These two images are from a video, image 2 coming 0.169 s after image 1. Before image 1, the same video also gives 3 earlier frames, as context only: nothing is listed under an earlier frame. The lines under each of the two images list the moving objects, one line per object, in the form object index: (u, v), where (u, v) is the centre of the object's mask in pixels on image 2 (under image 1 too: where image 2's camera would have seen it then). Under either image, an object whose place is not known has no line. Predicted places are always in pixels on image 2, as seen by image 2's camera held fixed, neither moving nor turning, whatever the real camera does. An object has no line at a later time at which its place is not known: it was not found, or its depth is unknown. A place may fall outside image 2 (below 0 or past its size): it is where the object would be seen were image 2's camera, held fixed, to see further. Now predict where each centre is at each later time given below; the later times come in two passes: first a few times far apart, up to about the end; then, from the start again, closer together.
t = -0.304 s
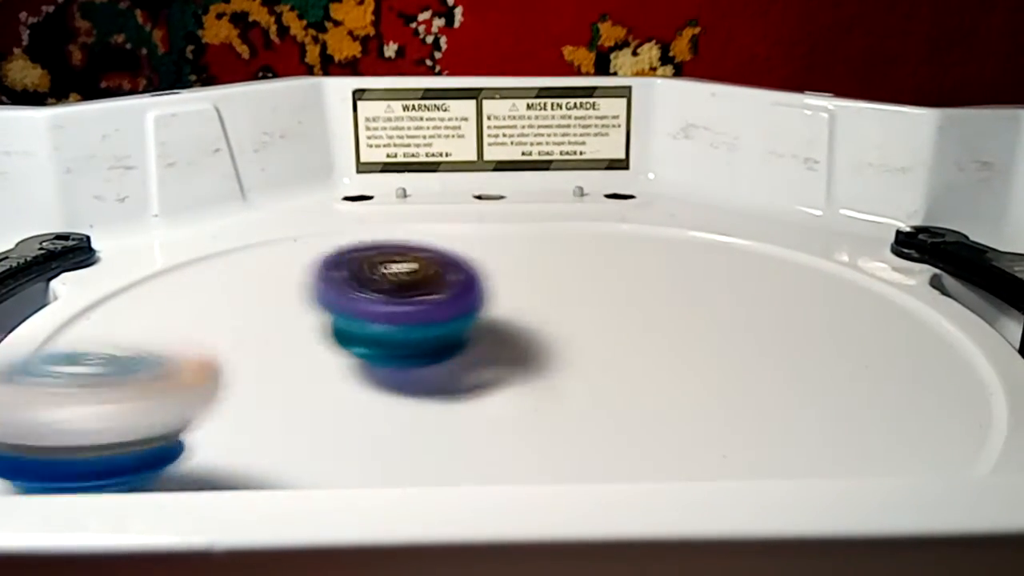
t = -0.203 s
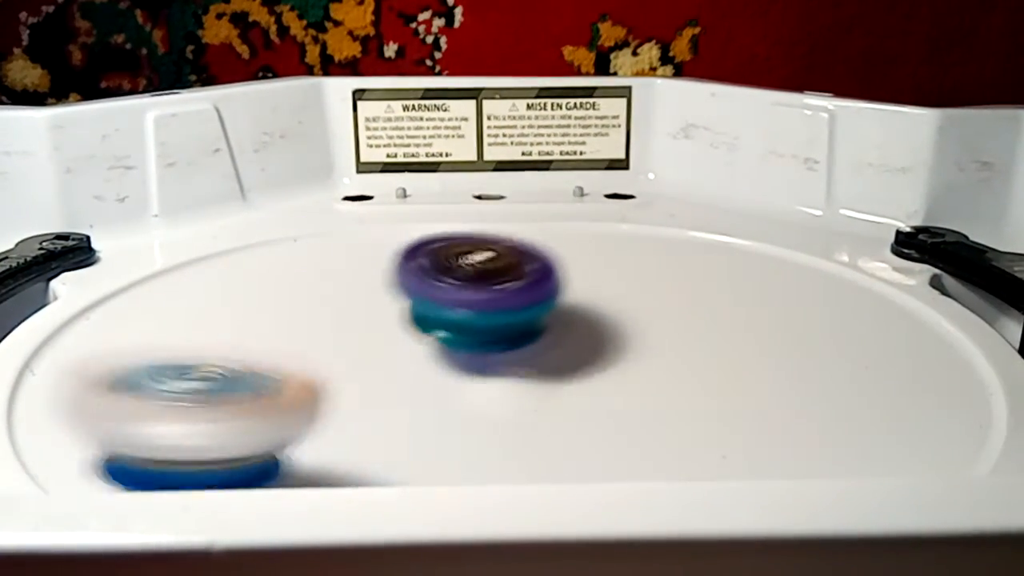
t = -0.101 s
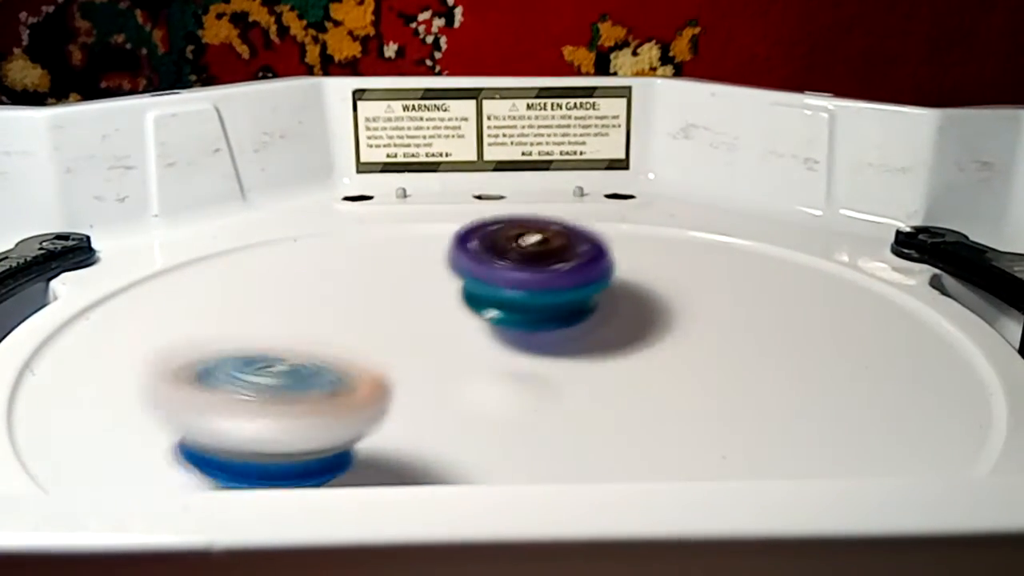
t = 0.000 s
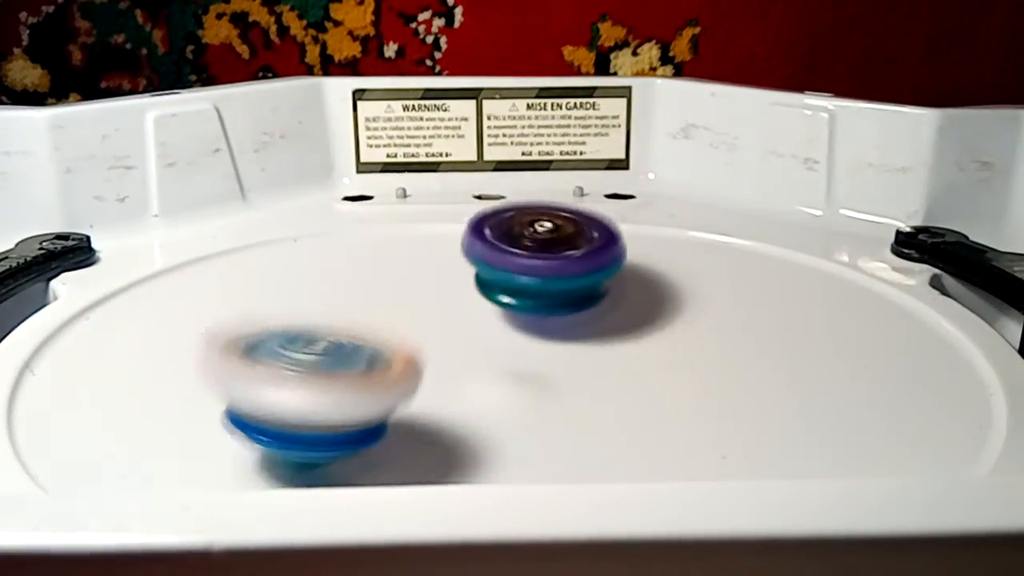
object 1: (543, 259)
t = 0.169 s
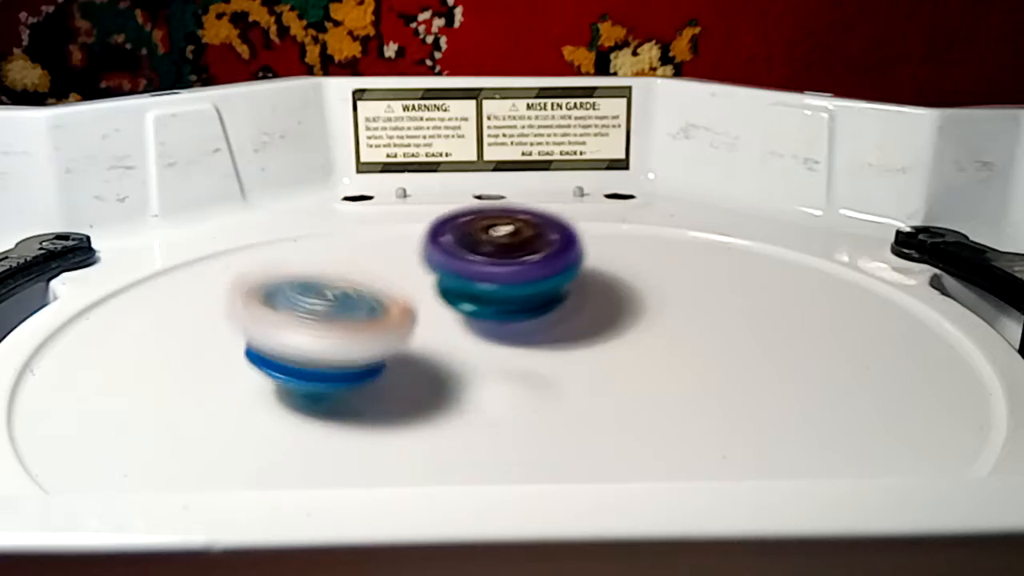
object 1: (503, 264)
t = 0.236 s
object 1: (478, 274)
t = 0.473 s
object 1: (565, 297)
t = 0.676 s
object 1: (680, 297)
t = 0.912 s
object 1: (692, 269)
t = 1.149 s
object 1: (714, 281)
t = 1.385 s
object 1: (770, 294)
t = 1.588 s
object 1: (719, 311)
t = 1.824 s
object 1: (678, 358)
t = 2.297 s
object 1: (734, 321)
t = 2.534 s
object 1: (585, 323)
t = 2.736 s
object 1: (534, 384)
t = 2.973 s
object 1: (691, 384)
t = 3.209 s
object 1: (598, 299)
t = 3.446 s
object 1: (406, 216)
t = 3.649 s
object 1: (141, 255)
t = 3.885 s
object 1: (281, 421)
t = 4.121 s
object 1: (934, 343)
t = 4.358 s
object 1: (749, 204)
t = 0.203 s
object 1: (491, 268)
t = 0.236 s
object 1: (478, 274)
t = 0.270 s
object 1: (476, 277)
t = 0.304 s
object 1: (488, 279)
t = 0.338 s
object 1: (501, 282)
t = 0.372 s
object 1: (514, 285)
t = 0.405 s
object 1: (530, 287)
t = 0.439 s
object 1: (546, 294)
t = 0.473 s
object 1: (565, 297)
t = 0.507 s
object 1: (584, 300)
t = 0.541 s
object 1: (604, 300)
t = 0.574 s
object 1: (625, 301)
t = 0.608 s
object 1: (645, 303)
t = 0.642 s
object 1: (664, 300)
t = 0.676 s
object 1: (680, 297)
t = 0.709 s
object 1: (693, 296)
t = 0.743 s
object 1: (703, 290)
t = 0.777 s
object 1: (709, 285)
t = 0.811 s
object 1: (712, 282)
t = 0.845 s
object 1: (710, 276)
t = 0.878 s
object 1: (703, 271)
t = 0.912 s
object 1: (692, 269)
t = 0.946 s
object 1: (678, 267)
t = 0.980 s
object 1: (661, 266)
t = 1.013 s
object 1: (641, 267)
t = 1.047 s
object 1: (638, 269)
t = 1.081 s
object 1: (669, 274)
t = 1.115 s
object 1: (694, 277)
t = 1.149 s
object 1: (714, 281)
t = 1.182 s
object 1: (730, 282)
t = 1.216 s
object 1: (744, 286)
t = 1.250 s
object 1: (754, 287)
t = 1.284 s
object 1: (763, 289)
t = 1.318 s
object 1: (768, 290)
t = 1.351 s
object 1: (771, 292)
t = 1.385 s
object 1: (770, 294)
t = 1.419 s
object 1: (766, 296)
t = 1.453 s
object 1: (760, 298)
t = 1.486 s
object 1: (752, 301)
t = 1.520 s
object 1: (741, 304)
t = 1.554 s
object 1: (730, 309)
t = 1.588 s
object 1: (719, 311)
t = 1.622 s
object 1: (706, 318)
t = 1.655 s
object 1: (693, 323)
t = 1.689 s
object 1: (681, 327)
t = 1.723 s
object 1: (669, 335)
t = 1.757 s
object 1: (658, 343)
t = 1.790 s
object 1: (656, 351)
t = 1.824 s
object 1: (678, 358)
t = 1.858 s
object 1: (701, 372)
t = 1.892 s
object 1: (727, 379)
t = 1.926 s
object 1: (753, 384)
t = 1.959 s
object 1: (780, 388)
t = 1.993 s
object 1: (807, 389)
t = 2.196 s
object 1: (838, 345)
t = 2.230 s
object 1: (811, 338)
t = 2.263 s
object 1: (776, 328)
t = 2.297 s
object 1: (734, 321)
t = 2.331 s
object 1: (686, 316)
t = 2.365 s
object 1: (636, 311)
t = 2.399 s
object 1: (612, 310)
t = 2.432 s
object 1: (613, 312)
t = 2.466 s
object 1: (608, 315)
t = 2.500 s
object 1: (598, 317)
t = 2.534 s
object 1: (585, 323)
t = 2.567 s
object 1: (569, 330)
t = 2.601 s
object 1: (555, 339)
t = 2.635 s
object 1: (542, 351)
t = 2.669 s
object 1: (532, 360)
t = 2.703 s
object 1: (530, 372)
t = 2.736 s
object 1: (534, 384)
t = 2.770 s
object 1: (545, 390)
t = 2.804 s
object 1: (564, 393)
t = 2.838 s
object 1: (589, 396)
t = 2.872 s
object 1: (617, 396)
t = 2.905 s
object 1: (646, 395)
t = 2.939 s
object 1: (672, 391)
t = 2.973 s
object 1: (691, 384)
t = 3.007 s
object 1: (703, 374)
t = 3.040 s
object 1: (706, 361)
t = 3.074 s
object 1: (699, 347)
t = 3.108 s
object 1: (684, 333)
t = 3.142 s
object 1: (661, 323)
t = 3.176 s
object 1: (631, 312)
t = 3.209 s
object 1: (598, 299)
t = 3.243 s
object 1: (576, 283)
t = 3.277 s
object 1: (555, 267)
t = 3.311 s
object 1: (530, 251)
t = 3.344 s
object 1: (506, 237)
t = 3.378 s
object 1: (478, 227)
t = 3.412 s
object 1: (443, 219)
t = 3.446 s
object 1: (406, 216)
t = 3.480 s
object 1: (365, 217)
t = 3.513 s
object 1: (323, 220)
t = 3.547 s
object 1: (278, 222)
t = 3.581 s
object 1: (231, 227)
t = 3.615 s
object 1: (185, 239)
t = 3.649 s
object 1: (141, 255)
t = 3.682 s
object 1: (107, 275)
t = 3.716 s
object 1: (88, 301)
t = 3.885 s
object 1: (281, 421)
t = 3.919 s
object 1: (385, 423)
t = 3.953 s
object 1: (508, 417)
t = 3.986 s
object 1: (620, 419)
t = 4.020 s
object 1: (726, 412)
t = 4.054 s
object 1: (822, 400)
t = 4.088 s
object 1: (895, 377)
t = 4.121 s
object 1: (934, 343)
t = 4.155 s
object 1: (947, 302)
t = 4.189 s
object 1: (942, 265)
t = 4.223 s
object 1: (912, 230)
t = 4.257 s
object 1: (879, 212)
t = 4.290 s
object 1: (851, 197)
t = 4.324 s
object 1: (806, 188)
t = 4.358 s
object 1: (749, 204)
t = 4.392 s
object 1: (686, 208)
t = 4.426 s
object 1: (624, 216)
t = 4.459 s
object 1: (562, 213)
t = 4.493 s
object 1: (499, 218)
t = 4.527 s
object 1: (437, 209)
